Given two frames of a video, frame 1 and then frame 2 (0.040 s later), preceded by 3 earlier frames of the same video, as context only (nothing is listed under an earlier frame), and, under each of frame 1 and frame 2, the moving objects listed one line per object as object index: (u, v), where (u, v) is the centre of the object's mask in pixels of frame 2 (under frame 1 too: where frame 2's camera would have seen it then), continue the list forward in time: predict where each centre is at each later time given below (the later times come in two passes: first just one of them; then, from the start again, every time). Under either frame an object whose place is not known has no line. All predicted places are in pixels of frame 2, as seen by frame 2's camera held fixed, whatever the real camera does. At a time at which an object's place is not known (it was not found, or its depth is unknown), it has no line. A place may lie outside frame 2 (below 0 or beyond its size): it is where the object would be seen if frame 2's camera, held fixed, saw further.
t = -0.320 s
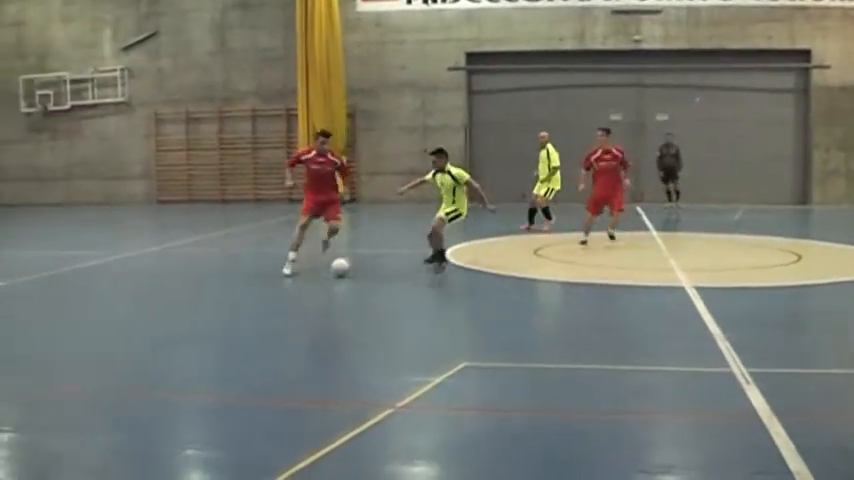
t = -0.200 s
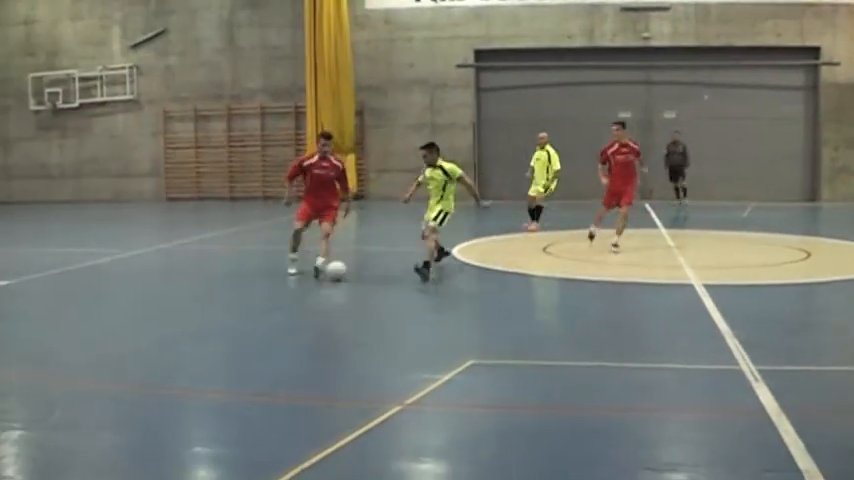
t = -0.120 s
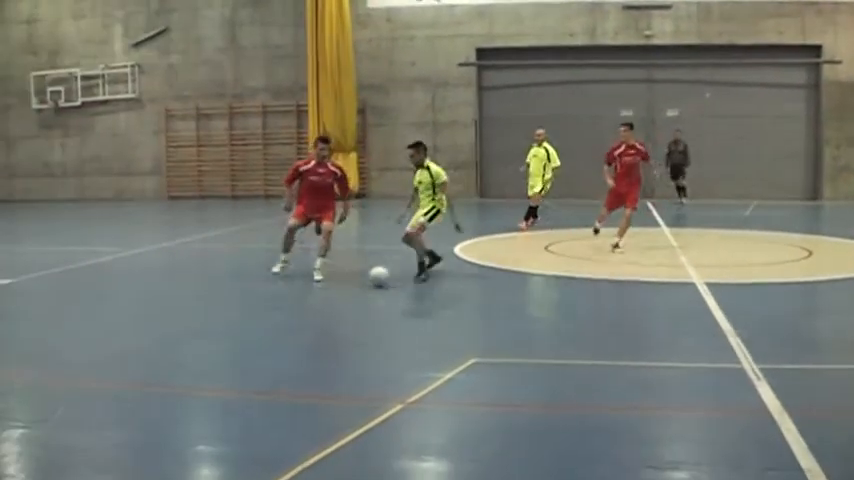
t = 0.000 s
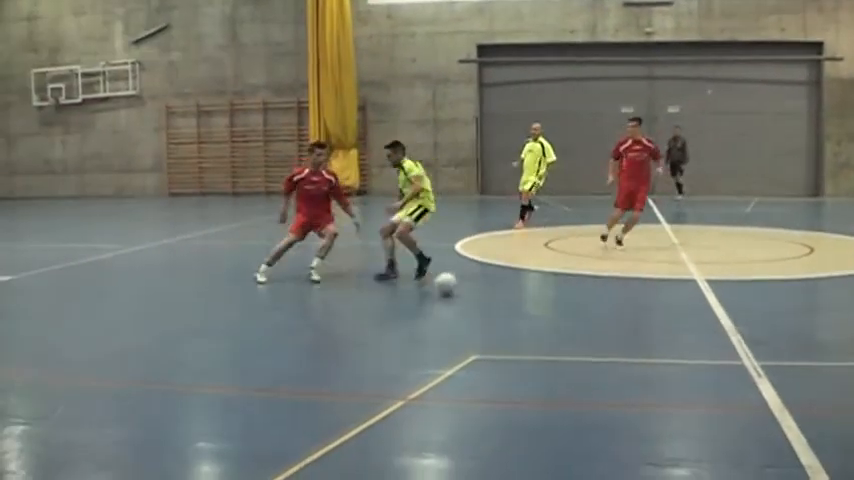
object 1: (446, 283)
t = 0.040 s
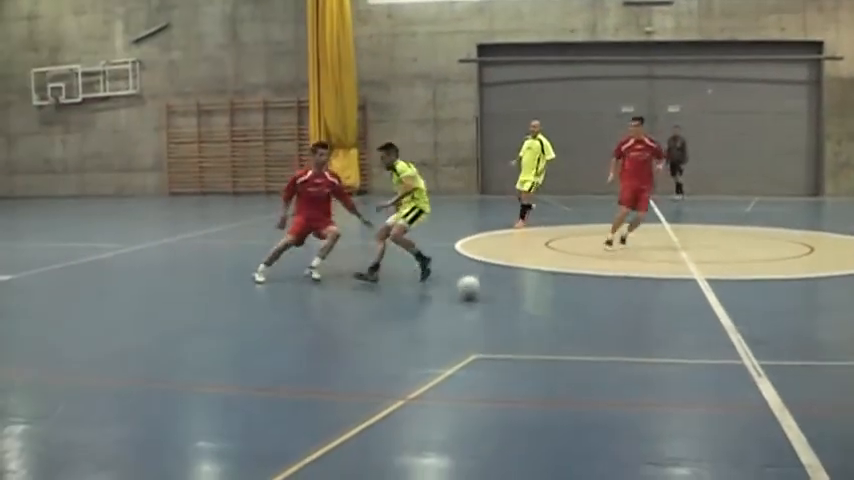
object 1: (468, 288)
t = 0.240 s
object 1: (588, 309)
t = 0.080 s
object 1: (492, 292)
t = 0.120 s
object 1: (515, 296)
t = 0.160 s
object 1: (540, 300)
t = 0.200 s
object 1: (564, 304)
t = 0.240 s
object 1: (588, 309)
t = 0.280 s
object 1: (613, 313)
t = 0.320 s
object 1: (638, 316)
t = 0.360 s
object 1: (663, 321)
